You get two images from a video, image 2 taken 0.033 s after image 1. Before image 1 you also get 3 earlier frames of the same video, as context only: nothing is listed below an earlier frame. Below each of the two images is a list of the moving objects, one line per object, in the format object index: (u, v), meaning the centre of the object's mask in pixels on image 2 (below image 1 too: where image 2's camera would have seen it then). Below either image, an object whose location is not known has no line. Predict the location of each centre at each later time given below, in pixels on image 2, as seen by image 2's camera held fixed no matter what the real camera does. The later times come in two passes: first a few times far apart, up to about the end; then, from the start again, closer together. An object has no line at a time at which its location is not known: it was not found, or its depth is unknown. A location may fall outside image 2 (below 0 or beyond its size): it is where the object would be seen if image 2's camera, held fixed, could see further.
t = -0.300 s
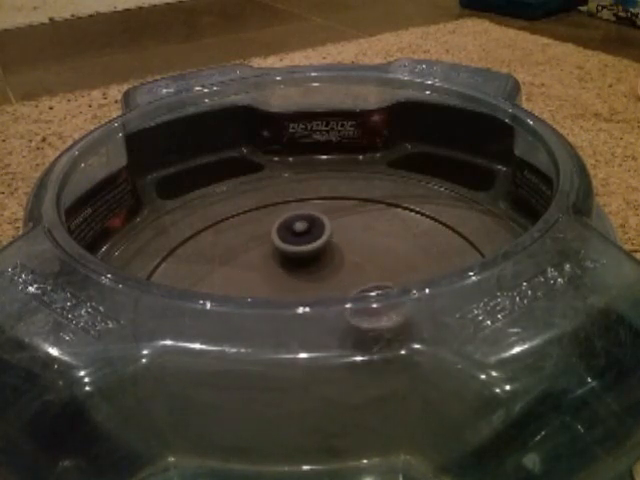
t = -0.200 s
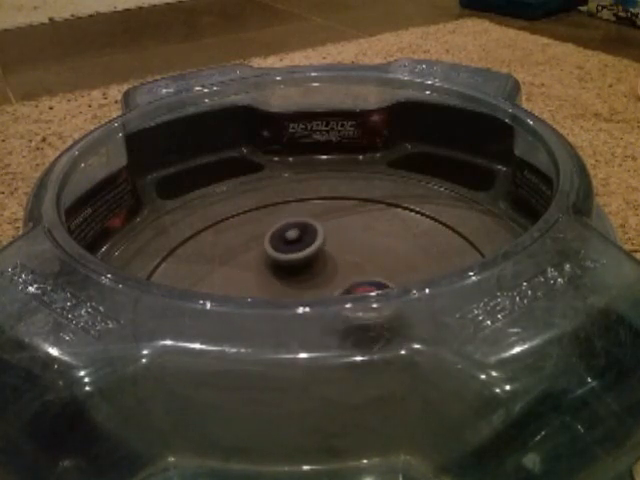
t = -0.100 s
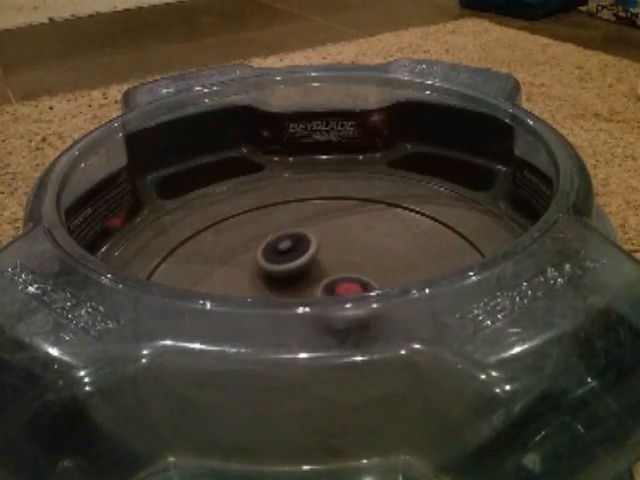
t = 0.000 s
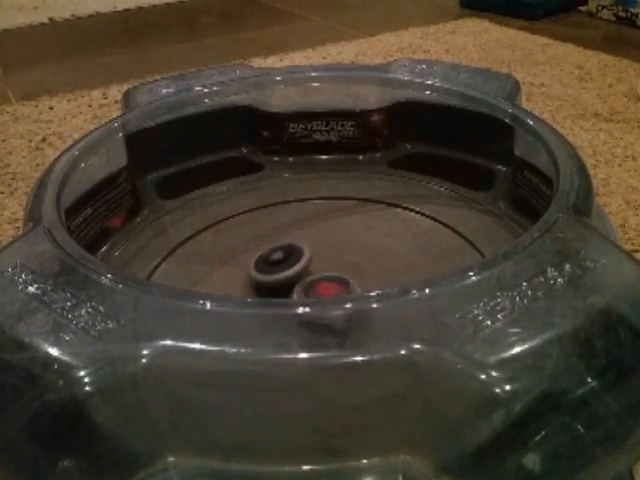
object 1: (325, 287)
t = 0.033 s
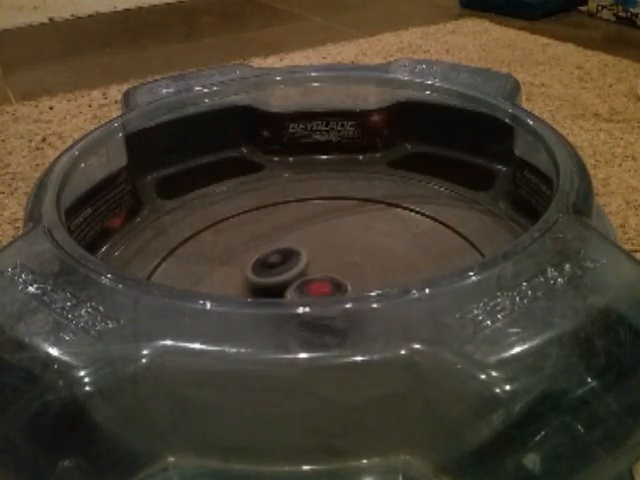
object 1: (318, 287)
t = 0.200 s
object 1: (292, 291)
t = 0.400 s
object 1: (269, 291)
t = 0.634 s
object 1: (292, 292)
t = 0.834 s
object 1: (324, 288)
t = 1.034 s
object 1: (359, 287)
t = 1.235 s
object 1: (378, 283)
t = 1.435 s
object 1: (360, 281)
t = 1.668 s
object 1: (322, 281)
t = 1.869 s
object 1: (309, 275)
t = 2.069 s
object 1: (302, 272)
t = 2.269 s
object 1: (304, 276)
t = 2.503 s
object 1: (309, 284)
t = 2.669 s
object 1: (304, 289)
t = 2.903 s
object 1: (295, 294)
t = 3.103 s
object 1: (305, 293)
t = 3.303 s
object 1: (317, 288)
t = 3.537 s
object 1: (319, 289)
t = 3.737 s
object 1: (294, 285)
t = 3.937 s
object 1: (308, 277)
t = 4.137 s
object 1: (326, 279)
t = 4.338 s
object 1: (327, 282)
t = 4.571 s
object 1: (327, 283)
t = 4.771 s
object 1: (327, 283)
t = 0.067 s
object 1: (314, 289)
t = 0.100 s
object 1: (309, 290)
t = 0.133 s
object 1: (303, 291)
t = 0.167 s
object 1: (297, 291)
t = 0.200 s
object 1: (292, 291)
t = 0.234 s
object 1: (286, 291)
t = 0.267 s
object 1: (280, 291)
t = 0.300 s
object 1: (276, 292)
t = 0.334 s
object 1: (274, 291)
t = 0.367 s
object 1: (271, 292)
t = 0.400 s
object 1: (269, 291)
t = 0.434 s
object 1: (269, 292)
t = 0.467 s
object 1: (269, 292)
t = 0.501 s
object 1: (272, 292)
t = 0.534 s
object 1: (275, 292)
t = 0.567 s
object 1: (281, 292)
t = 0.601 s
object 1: (287, 292)
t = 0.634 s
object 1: (292, 292)
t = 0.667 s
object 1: (296, 292)
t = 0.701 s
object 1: (304, 291)
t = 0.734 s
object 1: (309, 290)
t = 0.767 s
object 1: (312, 290)
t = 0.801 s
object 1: (319, 289)
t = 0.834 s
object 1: (324, 288)
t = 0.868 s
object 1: (329, 289)
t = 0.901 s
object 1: (337, 289)
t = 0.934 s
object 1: (341, 288)
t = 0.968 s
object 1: (347, 288)
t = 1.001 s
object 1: (354, 288)
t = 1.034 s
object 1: (359, 287)
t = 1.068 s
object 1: (363, 287)
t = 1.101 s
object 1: (369, 286)
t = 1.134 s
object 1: (372, 286)
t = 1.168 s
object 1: (374, 285)
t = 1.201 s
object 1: (378, 284)
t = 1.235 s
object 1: (378, 283)
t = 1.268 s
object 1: (378, 282)
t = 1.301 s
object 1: (376, 282)
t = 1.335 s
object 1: (372, 281)
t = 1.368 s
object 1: (368, 282)
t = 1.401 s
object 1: (365, 282)
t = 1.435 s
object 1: (360, 281)
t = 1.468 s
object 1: (351, 282)
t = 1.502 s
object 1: (349, 281)
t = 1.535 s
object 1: (343, 281)
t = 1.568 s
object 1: (333, 282)
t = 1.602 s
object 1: (332, 282)
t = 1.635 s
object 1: (326, 282)
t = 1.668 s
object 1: (322, 281)
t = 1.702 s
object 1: (320, 280)
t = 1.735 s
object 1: (318, 278)
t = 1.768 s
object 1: (315, 278)
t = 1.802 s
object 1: (312, 277)
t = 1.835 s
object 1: (311, 275)
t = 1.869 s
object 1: (309, 275)
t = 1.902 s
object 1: (306, 273)
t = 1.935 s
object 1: (306, 274)
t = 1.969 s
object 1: (304, 273)
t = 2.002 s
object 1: (302, 271)
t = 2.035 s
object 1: (302, 272)
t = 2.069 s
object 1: (302, 272)
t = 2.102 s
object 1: (300, 272)
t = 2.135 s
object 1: (300, 273)
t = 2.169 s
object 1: (301, 273)
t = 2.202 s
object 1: (301, 274)
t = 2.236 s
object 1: (301, 276)
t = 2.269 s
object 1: (304, 276)
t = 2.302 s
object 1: (304, 278)
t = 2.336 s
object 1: (303, 279)
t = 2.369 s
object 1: (305, 280)
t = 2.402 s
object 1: (308, 279)
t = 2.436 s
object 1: (308, 281)
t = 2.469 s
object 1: (308, 283)
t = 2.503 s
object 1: (309, 284)
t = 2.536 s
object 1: (310, 284)
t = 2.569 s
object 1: (308, 286)
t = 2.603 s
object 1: (308, 287)
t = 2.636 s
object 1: (307, 287)
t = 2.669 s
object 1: (304, 289)
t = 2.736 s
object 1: (300, 290)
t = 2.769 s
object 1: (299, 291)
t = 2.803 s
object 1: (297, 292)
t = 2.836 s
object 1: (295, 293)
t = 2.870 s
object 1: (297, 293)
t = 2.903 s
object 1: (295, 294)
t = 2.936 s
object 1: (297, 295)
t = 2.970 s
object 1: (298, 295)
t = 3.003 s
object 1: (300, 295)
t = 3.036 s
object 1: (301, 294)
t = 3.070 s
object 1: (303, 294)
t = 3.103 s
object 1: (305, 293)
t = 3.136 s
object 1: (307, 291)
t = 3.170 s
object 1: (308, 291)
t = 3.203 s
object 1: (309, 291)
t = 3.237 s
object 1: (313, 289)
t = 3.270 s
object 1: (316, 288)
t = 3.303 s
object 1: (317, 288)
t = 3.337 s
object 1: (317, 288)
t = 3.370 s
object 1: (322, 287)
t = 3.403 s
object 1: (325, 286)
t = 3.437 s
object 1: (326, 286)
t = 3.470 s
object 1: (326, 287)
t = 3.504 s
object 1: (323, 288)
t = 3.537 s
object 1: (319, 289)
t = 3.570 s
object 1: (310, 292)
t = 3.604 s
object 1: (307, 292)
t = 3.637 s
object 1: (299, 290)
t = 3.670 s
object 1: (295, 288)
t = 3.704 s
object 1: (295, 287)
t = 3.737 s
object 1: (294, 285)
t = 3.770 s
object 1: (297, 283)
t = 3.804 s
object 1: (298, 281)
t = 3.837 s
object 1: (301, 279)
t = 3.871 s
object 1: (304, 278)
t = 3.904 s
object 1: (305, 278)
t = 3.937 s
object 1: (308, 277)
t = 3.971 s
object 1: (311, 277)
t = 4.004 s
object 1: (314, 278)
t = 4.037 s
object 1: (317, 279)
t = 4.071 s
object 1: (320, 279)
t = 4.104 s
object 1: (323, 279)
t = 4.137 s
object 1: (326, 279)
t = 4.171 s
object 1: (327, 279)
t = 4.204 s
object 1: (326, 280)
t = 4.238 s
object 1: (326, 280)
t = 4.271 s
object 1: (326, 281)
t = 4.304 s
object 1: (326, 281)
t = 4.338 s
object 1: (327, 282)
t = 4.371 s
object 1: (327, 281)
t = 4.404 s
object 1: (328, 282)
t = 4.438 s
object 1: (328, 282)
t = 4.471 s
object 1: (328, 283)
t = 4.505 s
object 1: (327, 283)
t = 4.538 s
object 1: (327, 283)
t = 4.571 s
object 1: (327, 283)
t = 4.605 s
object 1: (327, 283)
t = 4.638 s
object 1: (327, 283)
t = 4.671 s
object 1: (327, 283)
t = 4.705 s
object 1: (327, 283)
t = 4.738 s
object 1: (327, 283)
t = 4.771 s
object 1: (327, 283)
